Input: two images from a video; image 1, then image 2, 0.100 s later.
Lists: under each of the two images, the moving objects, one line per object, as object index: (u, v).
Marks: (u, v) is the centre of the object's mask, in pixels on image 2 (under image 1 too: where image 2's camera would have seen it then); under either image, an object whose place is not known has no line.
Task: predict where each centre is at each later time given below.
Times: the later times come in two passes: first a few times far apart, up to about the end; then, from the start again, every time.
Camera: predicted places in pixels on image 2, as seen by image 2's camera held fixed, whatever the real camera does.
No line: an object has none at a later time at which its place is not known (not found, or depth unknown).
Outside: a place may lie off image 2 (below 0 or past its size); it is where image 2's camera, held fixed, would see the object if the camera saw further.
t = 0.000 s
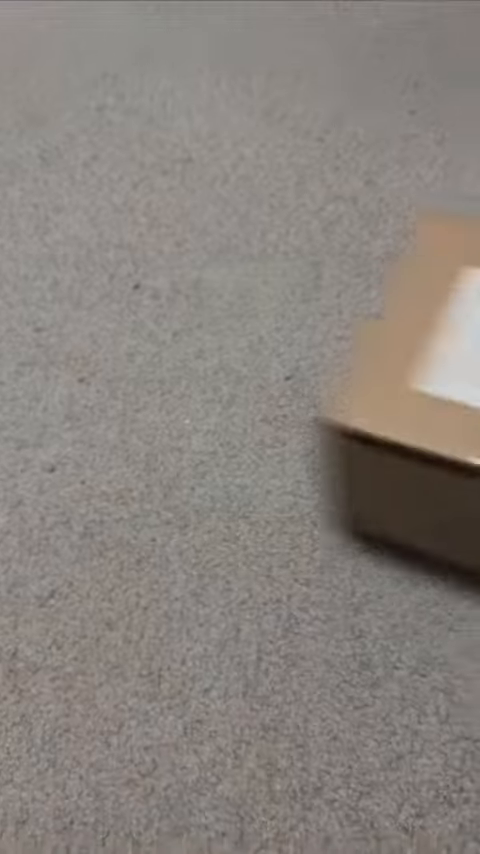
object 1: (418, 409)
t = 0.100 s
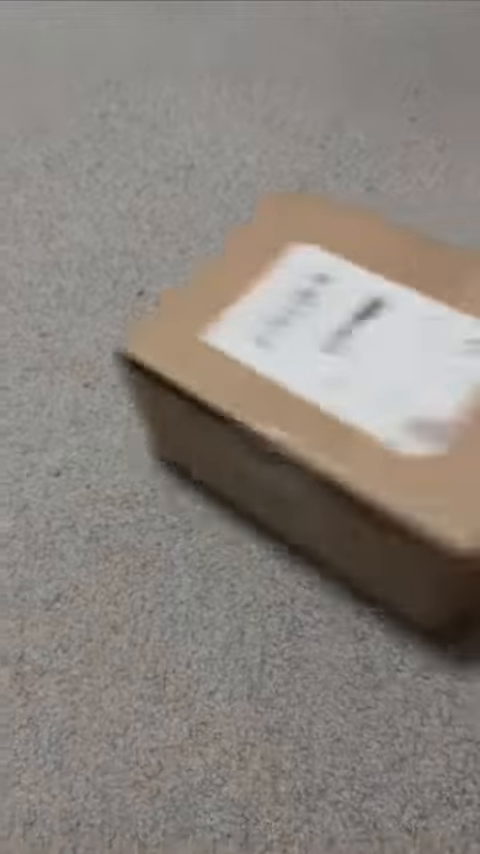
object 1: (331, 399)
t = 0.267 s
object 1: (208, 380)
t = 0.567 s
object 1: (197, 381)
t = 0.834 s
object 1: (198, 382)
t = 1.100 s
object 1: (197, 382)
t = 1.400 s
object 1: (198, 384)
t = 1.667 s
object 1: (198, 384)
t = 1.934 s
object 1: (198, 385)
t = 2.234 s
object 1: (199, 385)
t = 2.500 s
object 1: (199, 386)
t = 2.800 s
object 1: (200, 387)
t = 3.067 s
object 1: (201, 387)
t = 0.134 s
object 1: (304, 396)
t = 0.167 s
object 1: (273, 386)
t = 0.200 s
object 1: (247, 383)
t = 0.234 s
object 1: (224, 381)
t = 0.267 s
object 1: (208, 380)
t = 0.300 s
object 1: (198, 380)
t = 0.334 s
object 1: (195, 381)
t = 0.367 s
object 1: (196, 381)
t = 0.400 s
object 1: (196, 381)
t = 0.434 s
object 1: (196, 381)
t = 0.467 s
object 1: (196, 381)
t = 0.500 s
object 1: (196, 381)
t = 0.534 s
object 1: (197, 382)
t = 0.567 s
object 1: (197, 381)
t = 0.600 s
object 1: (197, 382)
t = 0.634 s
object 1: (197, 382)
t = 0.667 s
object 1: (197, 382)
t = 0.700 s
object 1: (197, 382)
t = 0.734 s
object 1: (198, 382)
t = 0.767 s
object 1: (198, 382)
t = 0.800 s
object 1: (198, 382)
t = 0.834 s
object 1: (198, 382)
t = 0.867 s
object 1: (198, 382)
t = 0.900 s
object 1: (197, 382)
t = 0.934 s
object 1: (197, 382)
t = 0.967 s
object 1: (197, 382)
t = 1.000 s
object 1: (197, 382)
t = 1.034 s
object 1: (197, 382)
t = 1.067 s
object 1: (197, 382)
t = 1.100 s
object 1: (197, 382)
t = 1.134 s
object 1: (197, 383)
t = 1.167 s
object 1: (197, 383)
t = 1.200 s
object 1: (197, 383)
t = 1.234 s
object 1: (197, 383)
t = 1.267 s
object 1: (197, 383)
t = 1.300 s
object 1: (197, 383)
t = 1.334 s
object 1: (198, 383)
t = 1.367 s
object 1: (198, 384)
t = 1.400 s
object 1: (198, 384)
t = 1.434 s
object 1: (198, 384)
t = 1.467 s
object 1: (198, 384)
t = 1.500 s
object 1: (198, 384)
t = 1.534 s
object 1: (198, 384)
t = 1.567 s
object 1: (198, 384)
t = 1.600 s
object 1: (198, 384)
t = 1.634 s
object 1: (198, 384)
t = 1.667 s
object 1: (198, 384)
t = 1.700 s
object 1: (198, 385)
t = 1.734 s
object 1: (198, 385)
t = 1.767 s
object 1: (198, 385)
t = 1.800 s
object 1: (198, 385)
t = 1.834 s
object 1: (198, 385)
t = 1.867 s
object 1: (198, 385)
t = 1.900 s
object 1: (198, 385)
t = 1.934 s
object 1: (198, 385)
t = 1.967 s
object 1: (199, 385)
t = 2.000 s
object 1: (199, 386)
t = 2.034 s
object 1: (199, 386)
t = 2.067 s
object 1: (199, 386)
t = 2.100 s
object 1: (199, 386)
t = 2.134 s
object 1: (199, 385)
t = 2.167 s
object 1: (199, 386)
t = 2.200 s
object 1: (199, 386)
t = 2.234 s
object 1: (199, 385)
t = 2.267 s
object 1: (199, 385)
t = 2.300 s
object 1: (199, 385)
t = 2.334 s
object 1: (199, 385)
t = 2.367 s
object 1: (199, 385)
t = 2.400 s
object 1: (199, 386)
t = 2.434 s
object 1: (199, 386)
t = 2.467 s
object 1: (199, 386)
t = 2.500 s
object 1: (199, 386)
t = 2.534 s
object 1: (200, 386)
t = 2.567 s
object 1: (200, 387)
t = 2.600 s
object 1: (200, 387)
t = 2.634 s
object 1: (200, 387)
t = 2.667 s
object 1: (200, 387)
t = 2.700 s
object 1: (200, 387)
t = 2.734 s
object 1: (200, 387)
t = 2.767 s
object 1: (200, 387)
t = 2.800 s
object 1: (200, 387)
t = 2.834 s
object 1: (200, 387)
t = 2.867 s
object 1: (200, 387)
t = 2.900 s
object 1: (200, 387)
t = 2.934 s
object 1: (200, 387)
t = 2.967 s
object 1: (200, 387)
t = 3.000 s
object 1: (200, 387)
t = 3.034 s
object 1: (201, 387)
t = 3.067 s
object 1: (201, 387)
